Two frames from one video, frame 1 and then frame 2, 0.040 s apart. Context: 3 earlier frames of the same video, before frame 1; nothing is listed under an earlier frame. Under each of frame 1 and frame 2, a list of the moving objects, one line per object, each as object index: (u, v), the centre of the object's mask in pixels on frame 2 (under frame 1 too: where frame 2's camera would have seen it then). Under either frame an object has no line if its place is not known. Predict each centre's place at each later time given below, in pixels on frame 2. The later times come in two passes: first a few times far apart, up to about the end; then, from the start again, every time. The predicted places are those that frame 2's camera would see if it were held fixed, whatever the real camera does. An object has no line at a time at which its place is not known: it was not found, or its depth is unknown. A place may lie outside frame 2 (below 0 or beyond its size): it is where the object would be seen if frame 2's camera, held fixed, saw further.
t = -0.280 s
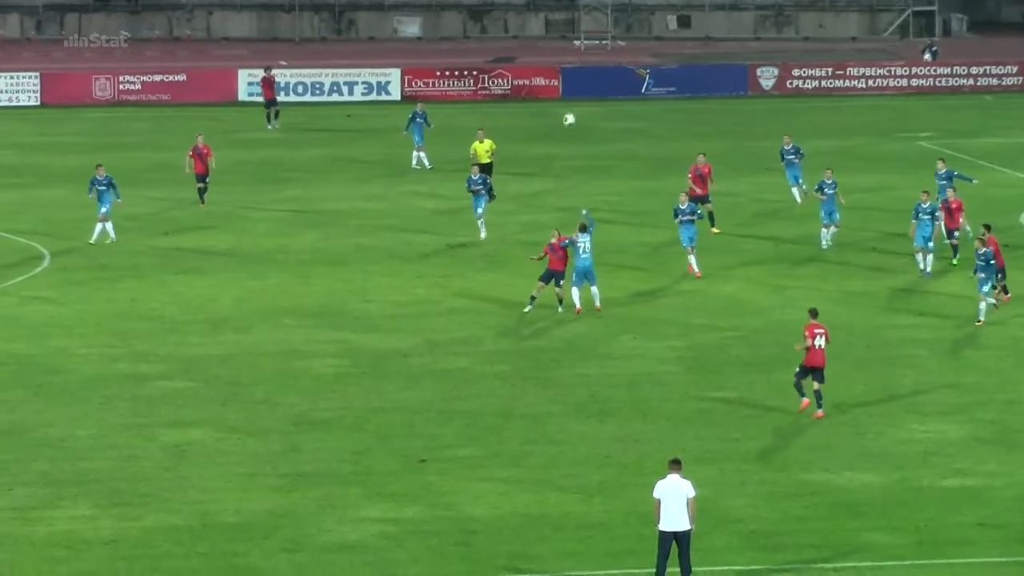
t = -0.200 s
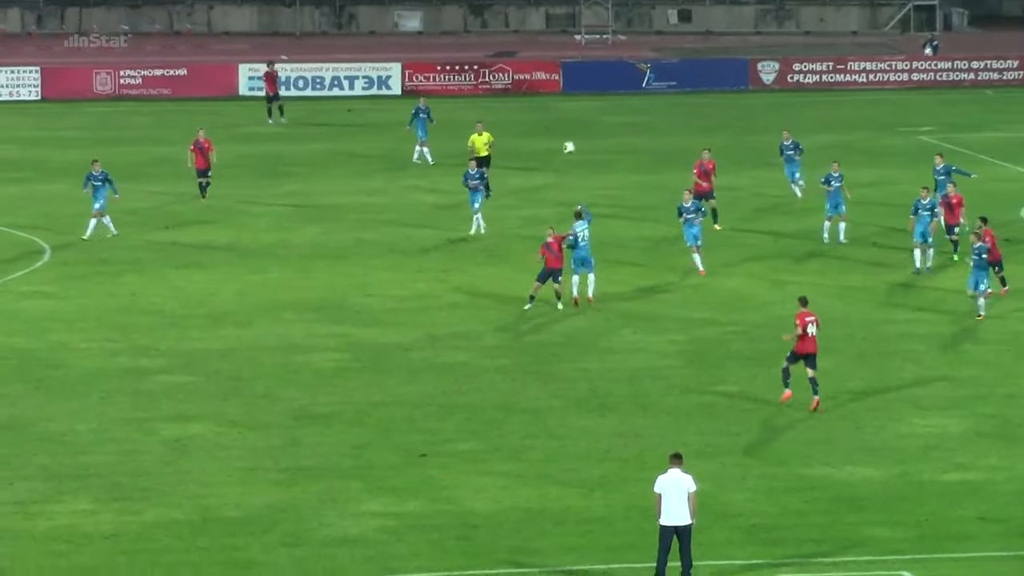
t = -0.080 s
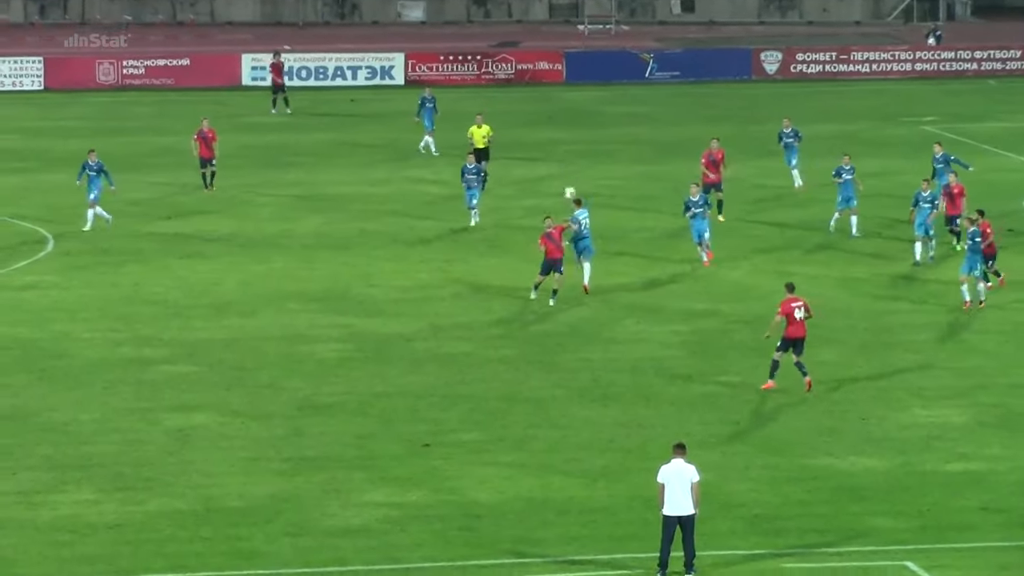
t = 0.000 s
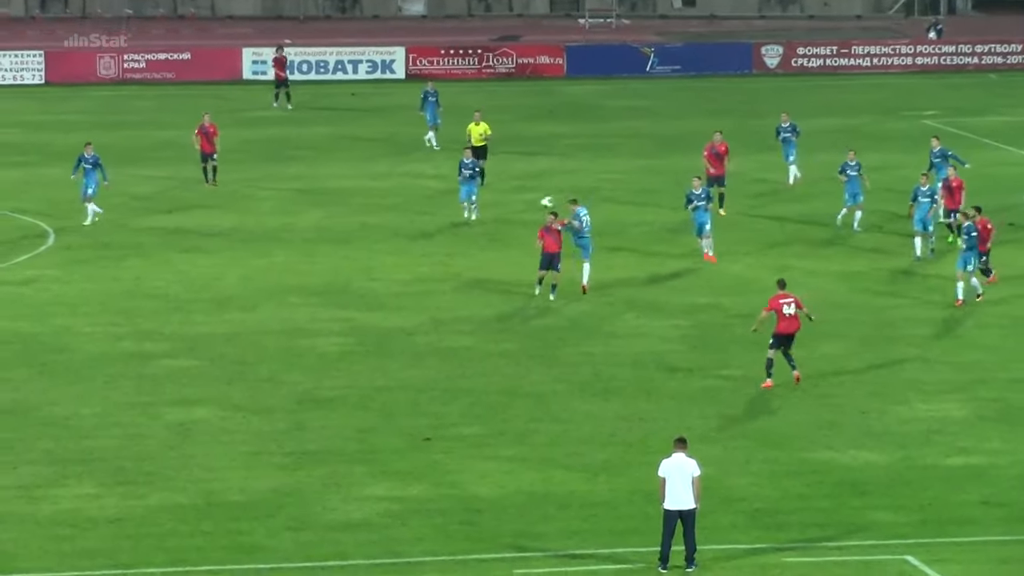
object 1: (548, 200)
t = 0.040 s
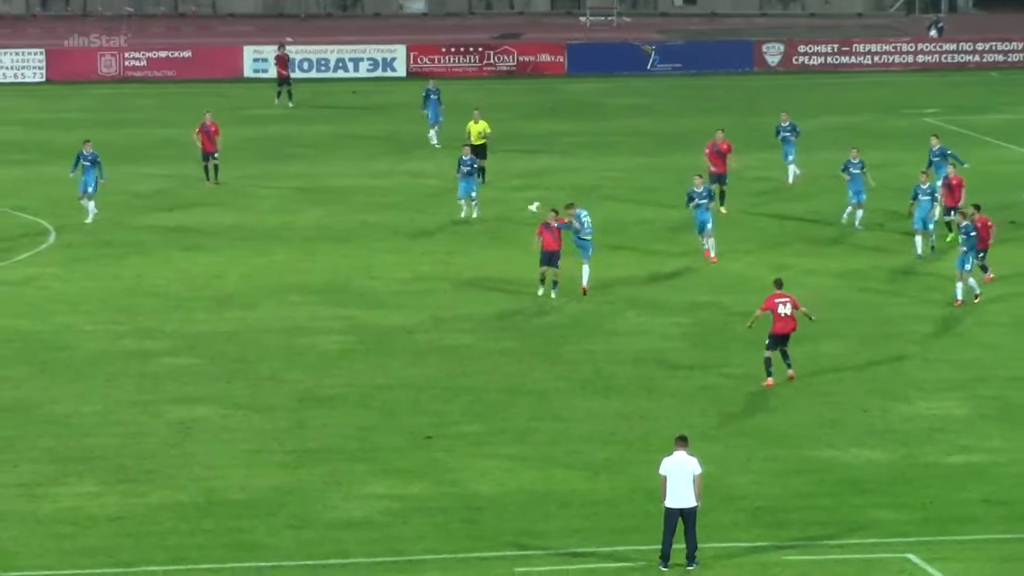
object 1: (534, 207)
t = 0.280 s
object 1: (453, 264)
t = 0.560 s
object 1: (376, 287)
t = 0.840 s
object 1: (316, 278)
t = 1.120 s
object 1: (259, 309)
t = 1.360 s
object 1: (228, 317)
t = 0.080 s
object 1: (521, 214)
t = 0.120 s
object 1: (507, 223)
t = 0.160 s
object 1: (493, 233)
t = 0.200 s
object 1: (480, 242)
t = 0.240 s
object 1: (466, 253)
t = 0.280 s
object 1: (453, 264)
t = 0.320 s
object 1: (440, 276)
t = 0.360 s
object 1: (427, 289)
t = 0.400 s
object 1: (414, 303)
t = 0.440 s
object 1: (403, 303)
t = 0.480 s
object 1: (394, 296)
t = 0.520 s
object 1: (386, 292)
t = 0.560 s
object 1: (376, 287)
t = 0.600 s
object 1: (368, 283)
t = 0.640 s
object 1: (359, 280)
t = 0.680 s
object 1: (350, 278)
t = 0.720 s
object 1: (341, 277)
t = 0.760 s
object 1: (333, 276)
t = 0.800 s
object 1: (324, 276)
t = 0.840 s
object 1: (316, 278)
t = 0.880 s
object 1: (307, 280)
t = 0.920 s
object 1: (300, 283)
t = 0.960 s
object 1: (291, 287)
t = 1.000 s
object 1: (283, 291)
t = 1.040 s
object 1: (275, 296)
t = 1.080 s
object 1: (267, 303)
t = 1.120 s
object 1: (259, 309)
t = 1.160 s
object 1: (251, 317)
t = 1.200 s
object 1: (244, 326)
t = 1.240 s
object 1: (238, 327)
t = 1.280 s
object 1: (235, 324)
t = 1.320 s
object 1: (232, 320)
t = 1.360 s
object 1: (228, 317)
